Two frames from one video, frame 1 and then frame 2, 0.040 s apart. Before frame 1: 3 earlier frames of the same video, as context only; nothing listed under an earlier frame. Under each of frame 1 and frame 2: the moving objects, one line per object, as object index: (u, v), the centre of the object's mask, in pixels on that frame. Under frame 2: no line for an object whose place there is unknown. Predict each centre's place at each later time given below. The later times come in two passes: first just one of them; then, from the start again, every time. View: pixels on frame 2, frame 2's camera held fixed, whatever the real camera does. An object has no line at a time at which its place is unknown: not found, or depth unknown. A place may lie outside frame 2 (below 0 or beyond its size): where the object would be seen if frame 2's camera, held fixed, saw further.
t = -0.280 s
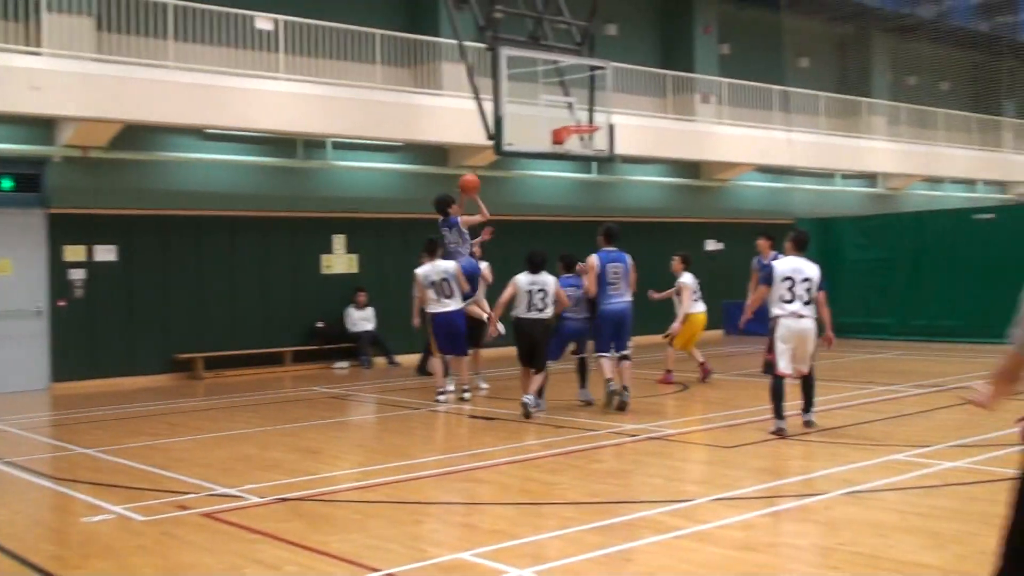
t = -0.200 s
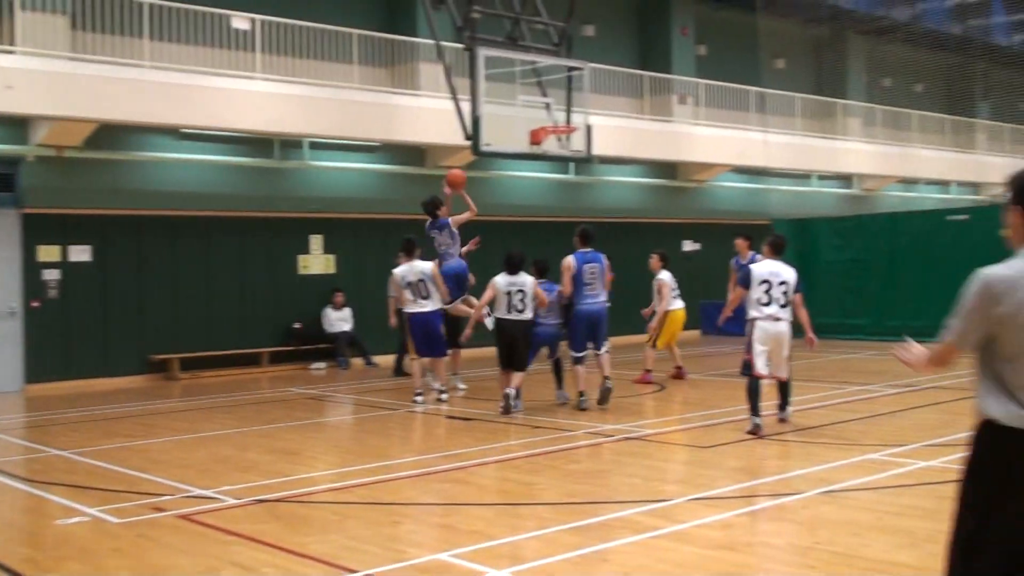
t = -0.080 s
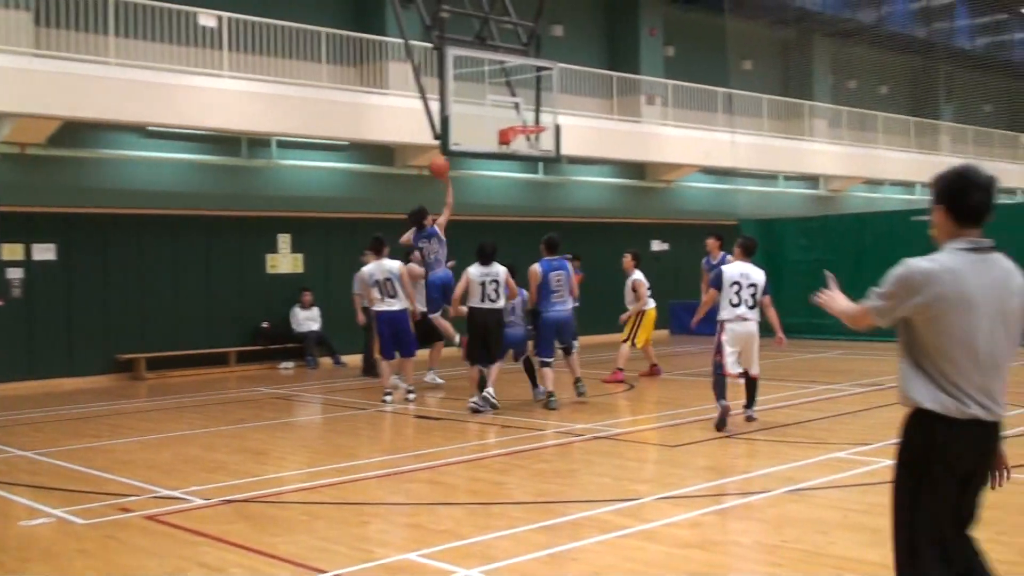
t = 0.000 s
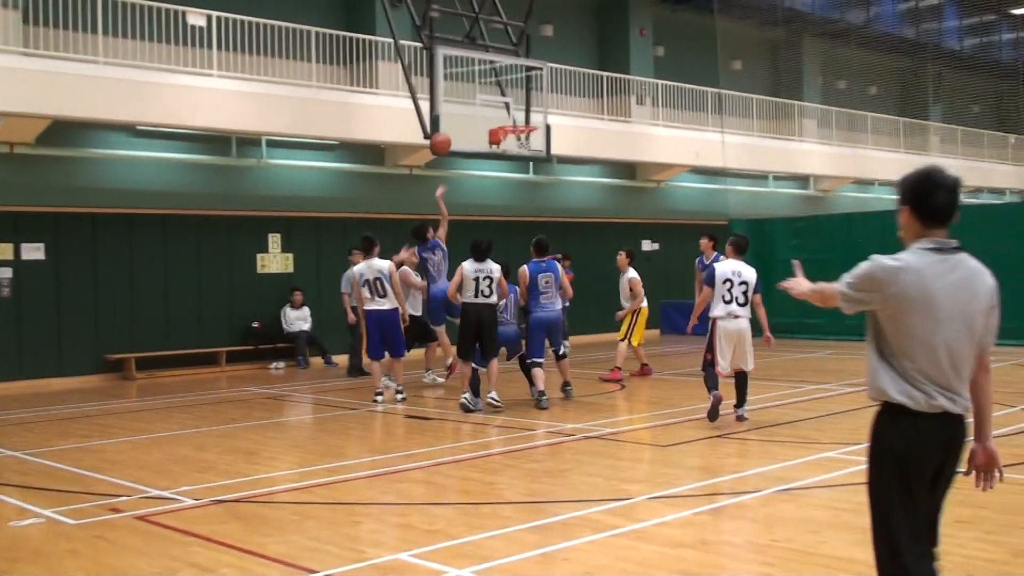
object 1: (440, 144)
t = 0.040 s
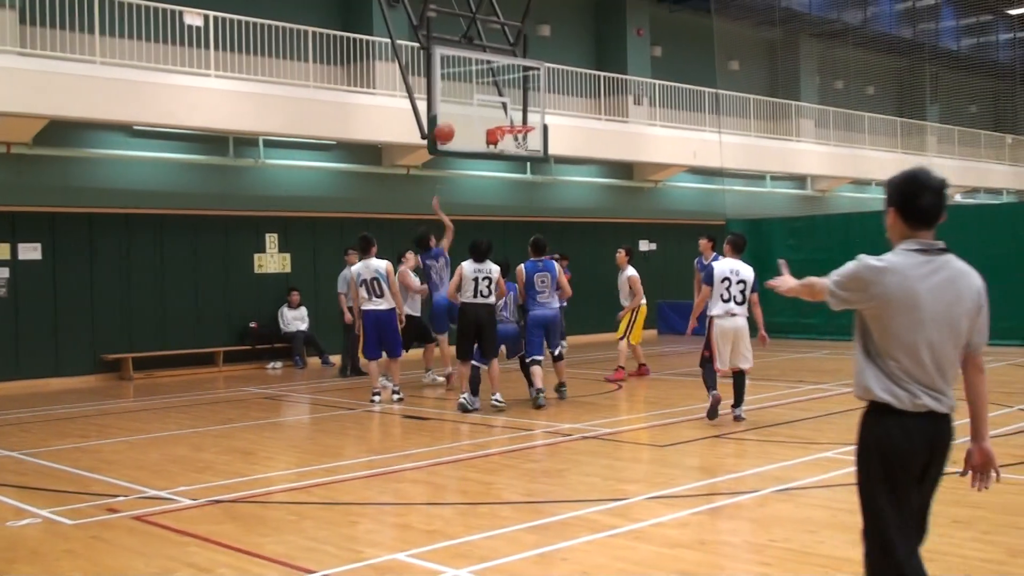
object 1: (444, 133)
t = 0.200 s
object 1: (467, 105)
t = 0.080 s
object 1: (450, 124)
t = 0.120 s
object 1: (456, 116)
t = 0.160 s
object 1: (461, 110)
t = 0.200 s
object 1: (467, 105)
